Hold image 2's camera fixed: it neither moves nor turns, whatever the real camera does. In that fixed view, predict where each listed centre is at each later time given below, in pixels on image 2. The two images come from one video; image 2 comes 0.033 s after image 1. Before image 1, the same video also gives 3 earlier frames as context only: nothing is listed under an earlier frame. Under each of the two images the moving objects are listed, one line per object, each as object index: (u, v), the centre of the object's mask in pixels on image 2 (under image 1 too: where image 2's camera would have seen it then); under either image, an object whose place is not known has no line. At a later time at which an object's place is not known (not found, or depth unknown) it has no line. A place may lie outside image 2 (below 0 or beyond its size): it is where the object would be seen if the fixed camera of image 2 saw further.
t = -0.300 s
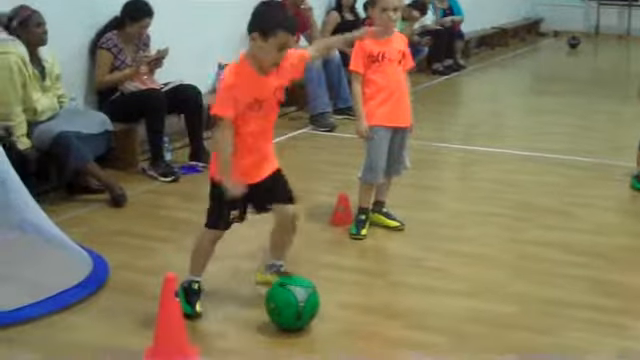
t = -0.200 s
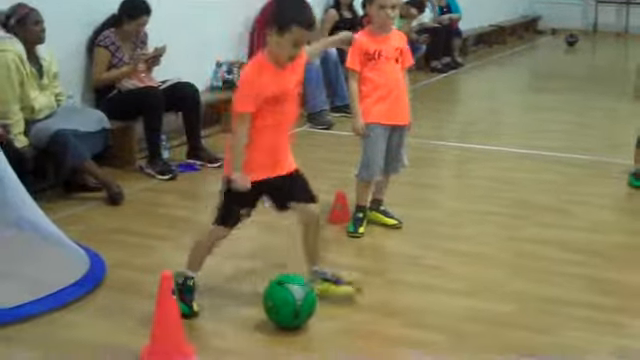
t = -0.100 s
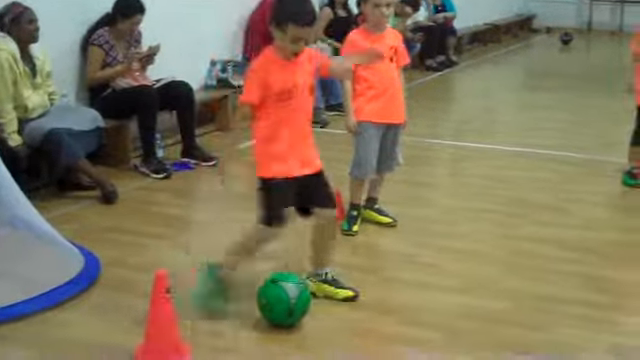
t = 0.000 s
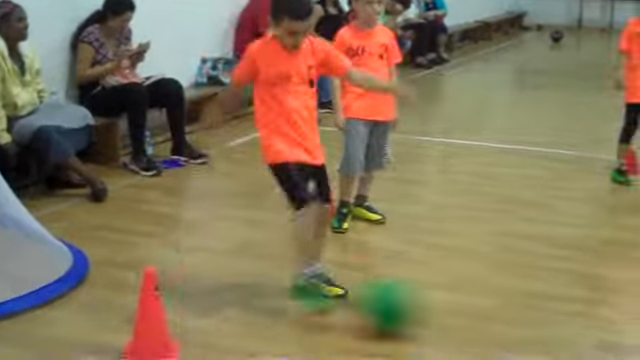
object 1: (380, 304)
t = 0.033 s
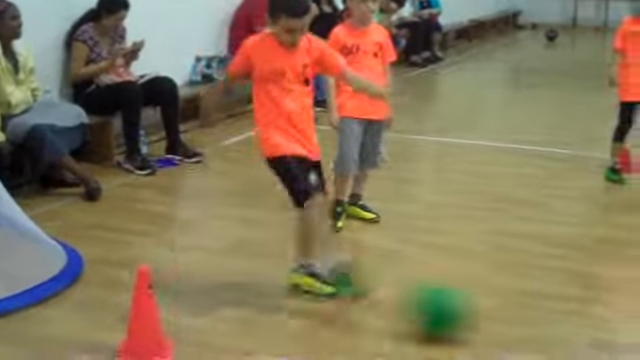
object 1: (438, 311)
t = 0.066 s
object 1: (489, 315)
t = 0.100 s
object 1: (540, 319)
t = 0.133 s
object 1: (595, 326)
